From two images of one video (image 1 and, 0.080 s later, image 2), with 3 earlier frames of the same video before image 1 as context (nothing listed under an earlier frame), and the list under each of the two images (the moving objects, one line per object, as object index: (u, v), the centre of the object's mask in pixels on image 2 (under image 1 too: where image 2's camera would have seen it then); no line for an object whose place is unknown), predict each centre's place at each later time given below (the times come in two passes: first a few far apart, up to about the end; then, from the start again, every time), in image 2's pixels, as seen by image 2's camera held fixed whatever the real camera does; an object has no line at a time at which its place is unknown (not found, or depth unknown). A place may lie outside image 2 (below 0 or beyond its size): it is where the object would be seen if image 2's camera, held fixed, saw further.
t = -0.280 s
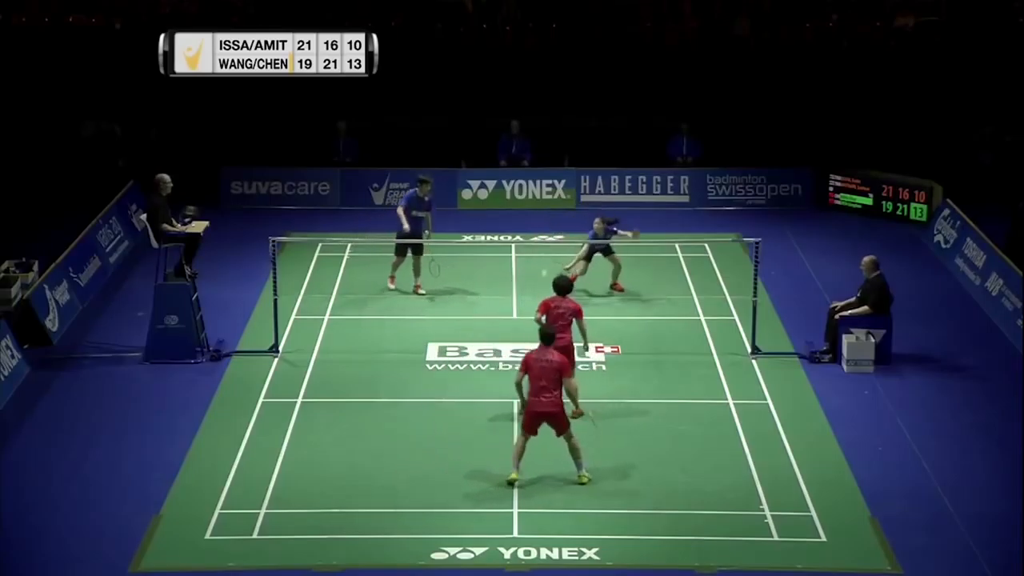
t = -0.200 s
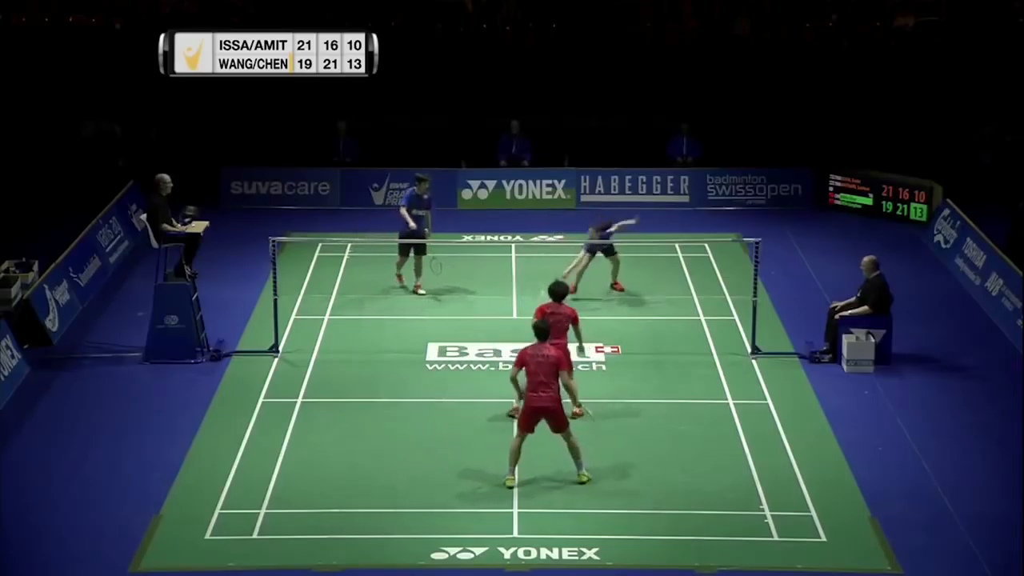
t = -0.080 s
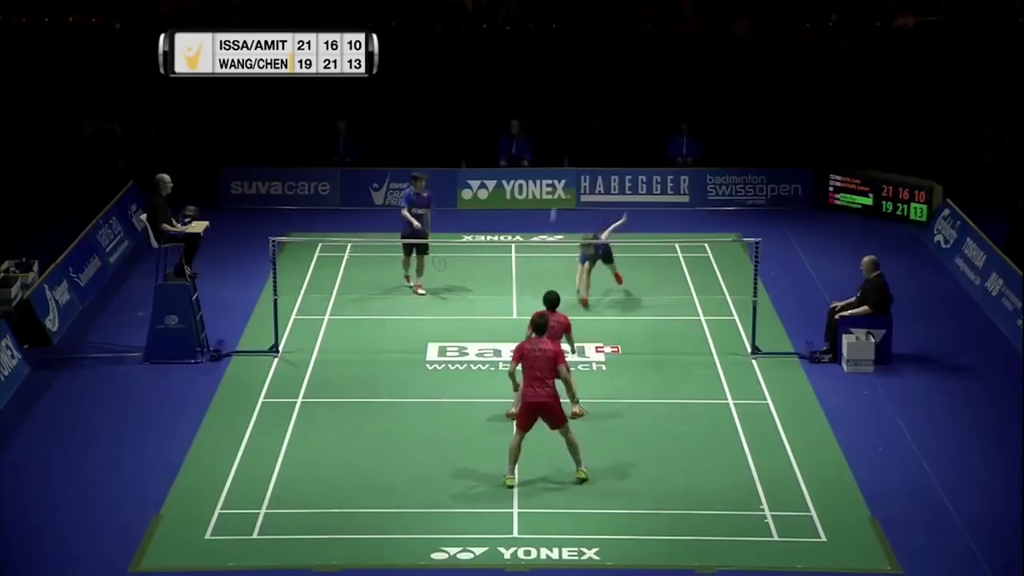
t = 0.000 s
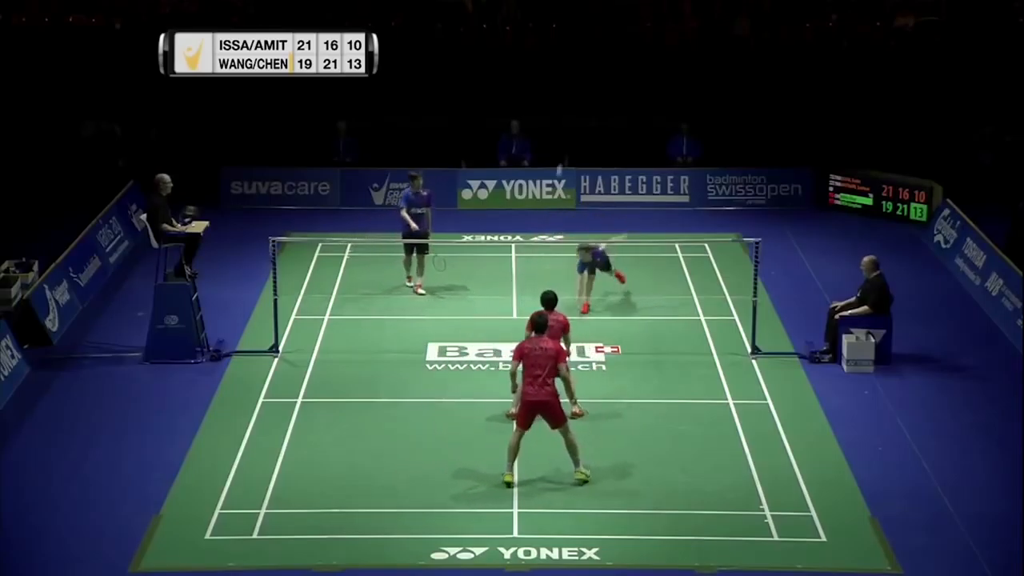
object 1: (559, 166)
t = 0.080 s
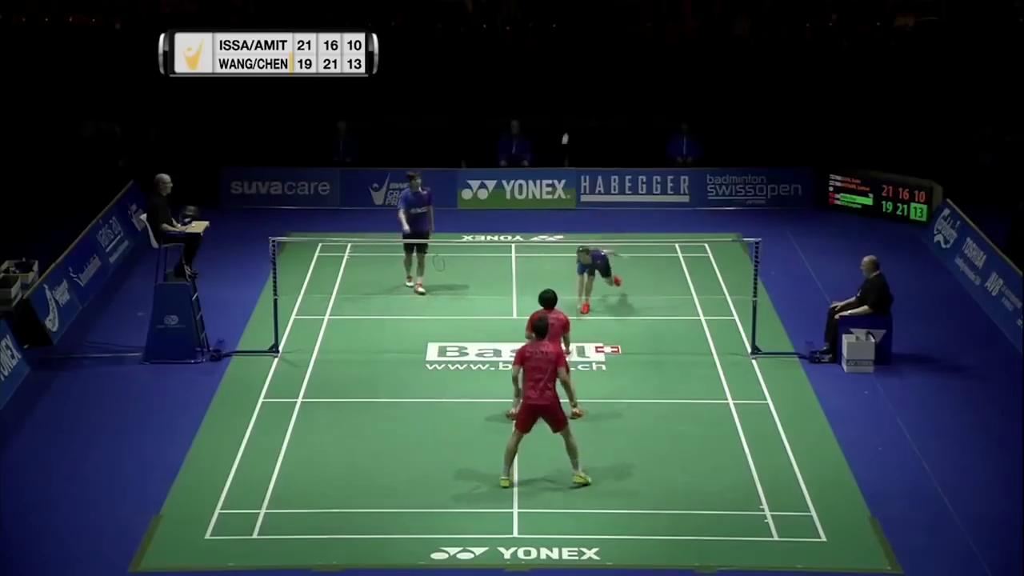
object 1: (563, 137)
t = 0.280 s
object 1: (575, 91)
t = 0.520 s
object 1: (584, 83)
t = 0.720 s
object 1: (592, 114)
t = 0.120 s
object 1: (567, 125)
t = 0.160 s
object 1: (569, 114)
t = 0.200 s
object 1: (571, 105)
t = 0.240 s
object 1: (573, 97)
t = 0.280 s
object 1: (575, 91)
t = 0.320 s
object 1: (578, 87)
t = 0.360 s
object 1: (580, 83)
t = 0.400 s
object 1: (580, 82)
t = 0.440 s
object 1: (581, 81)
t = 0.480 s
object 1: (582, 82)
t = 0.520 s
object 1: (584, 83)
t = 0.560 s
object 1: (587, 86)
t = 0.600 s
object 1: (588, 91)
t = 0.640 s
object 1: (589, 97)
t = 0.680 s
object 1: (590, 105)
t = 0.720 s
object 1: (592, 114)
